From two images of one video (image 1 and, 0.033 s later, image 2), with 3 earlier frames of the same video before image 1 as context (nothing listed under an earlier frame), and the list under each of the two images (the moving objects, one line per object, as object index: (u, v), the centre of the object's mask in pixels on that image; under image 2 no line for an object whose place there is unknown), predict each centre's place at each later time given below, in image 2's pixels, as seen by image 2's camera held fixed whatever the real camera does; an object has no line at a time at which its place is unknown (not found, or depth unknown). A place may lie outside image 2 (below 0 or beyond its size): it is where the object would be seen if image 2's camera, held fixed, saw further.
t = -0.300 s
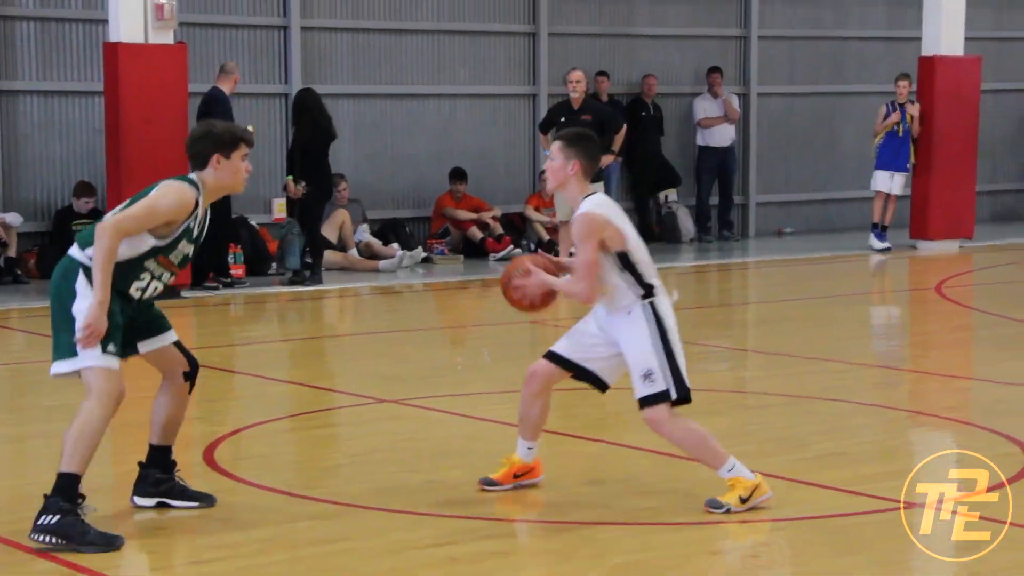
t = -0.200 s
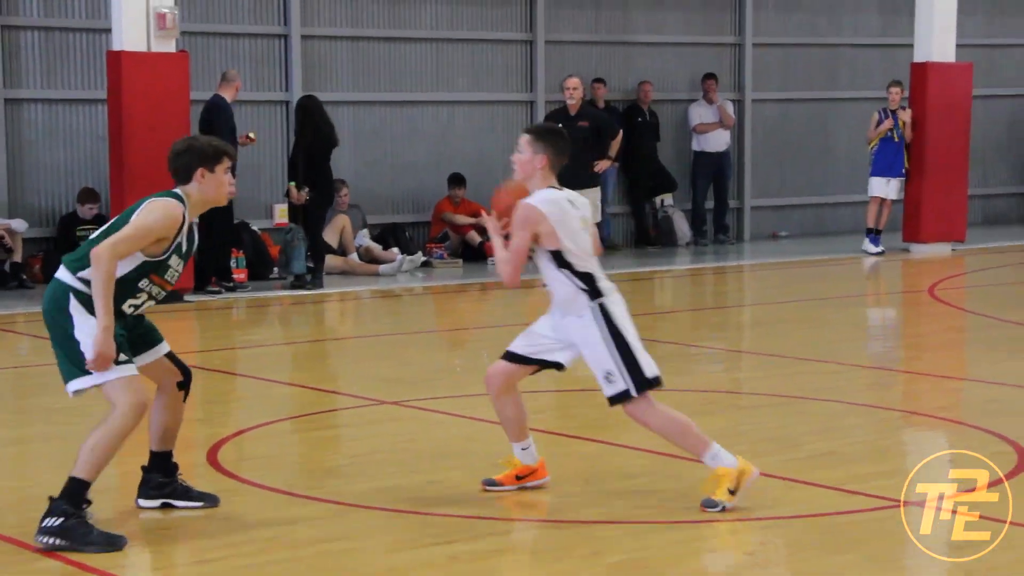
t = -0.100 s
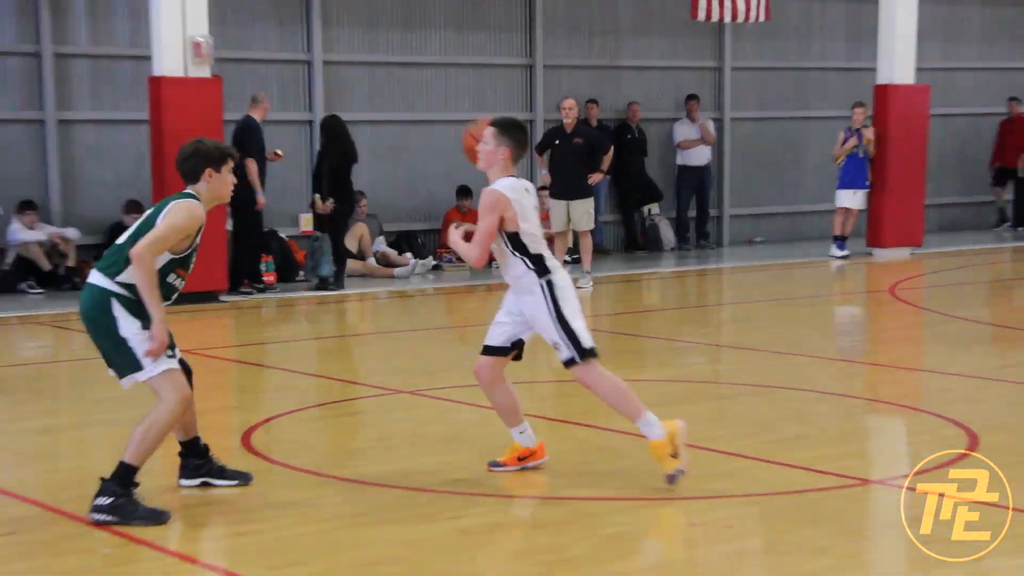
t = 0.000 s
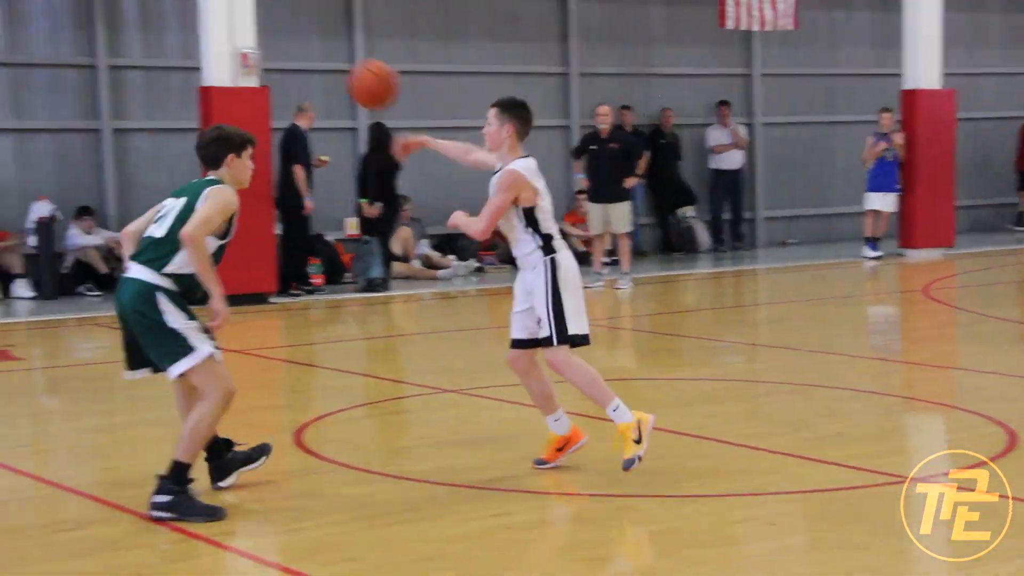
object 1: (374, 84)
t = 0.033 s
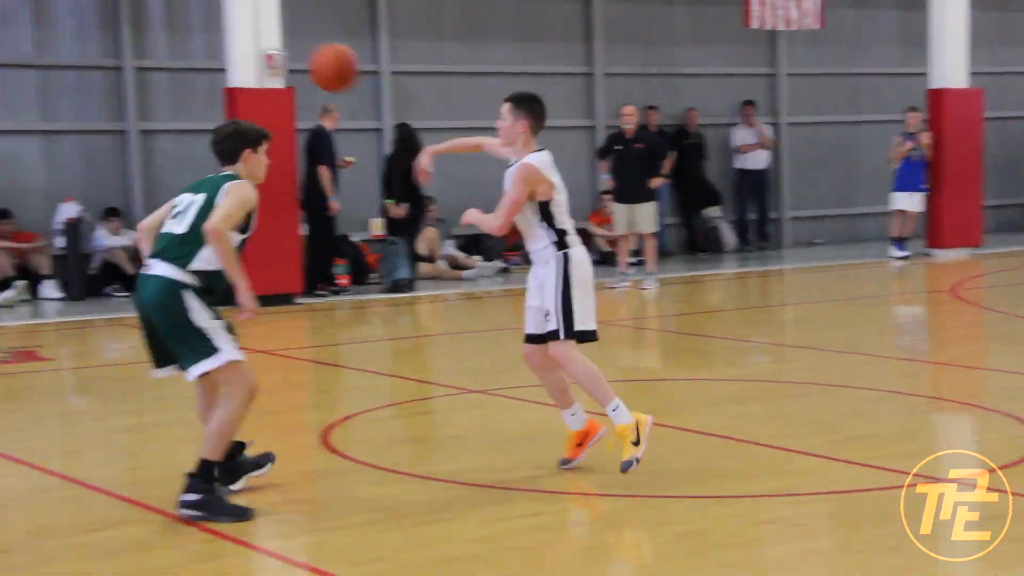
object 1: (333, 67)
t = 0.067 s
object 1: (270, 52)
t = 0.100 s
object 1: (204, 37)
